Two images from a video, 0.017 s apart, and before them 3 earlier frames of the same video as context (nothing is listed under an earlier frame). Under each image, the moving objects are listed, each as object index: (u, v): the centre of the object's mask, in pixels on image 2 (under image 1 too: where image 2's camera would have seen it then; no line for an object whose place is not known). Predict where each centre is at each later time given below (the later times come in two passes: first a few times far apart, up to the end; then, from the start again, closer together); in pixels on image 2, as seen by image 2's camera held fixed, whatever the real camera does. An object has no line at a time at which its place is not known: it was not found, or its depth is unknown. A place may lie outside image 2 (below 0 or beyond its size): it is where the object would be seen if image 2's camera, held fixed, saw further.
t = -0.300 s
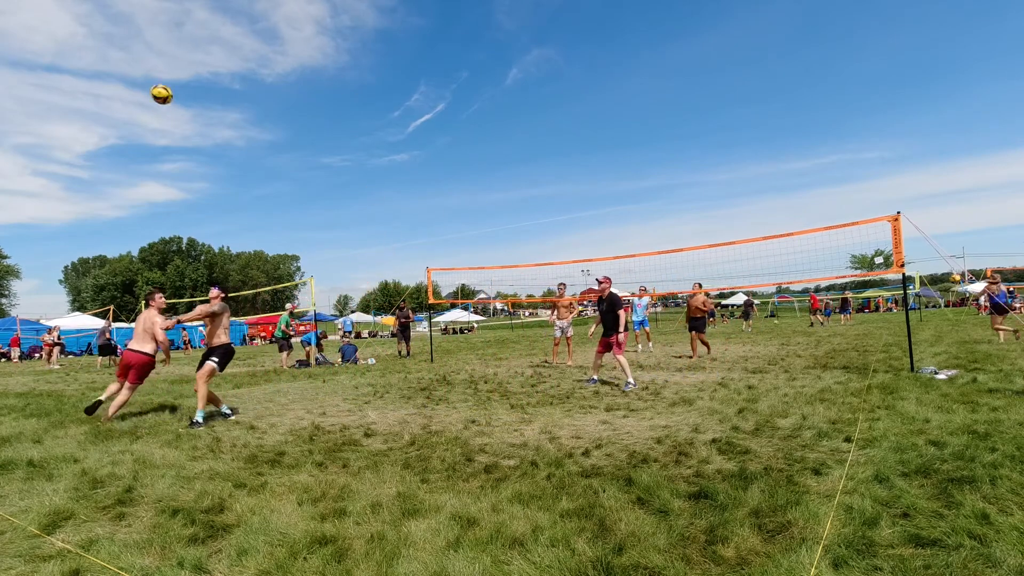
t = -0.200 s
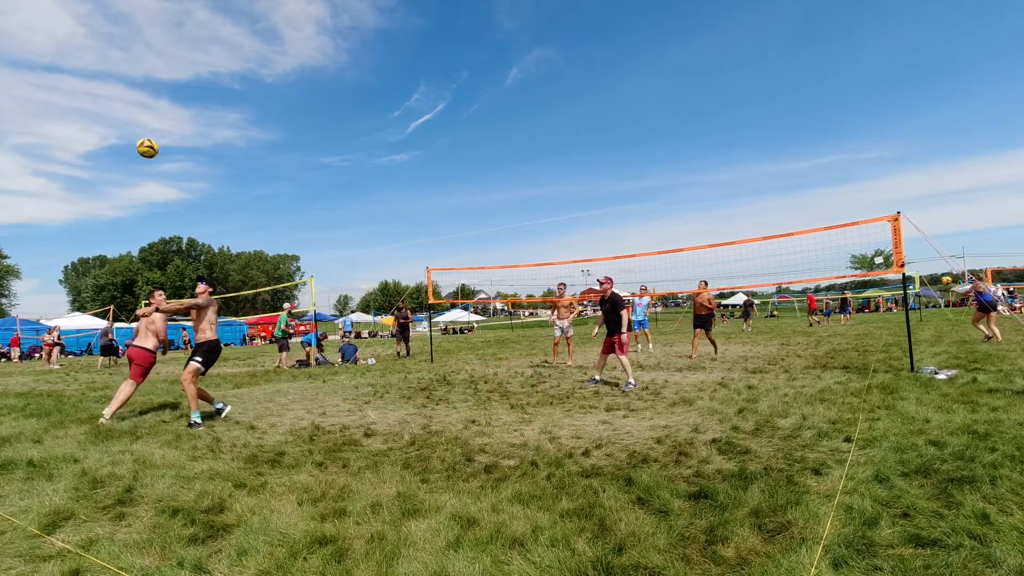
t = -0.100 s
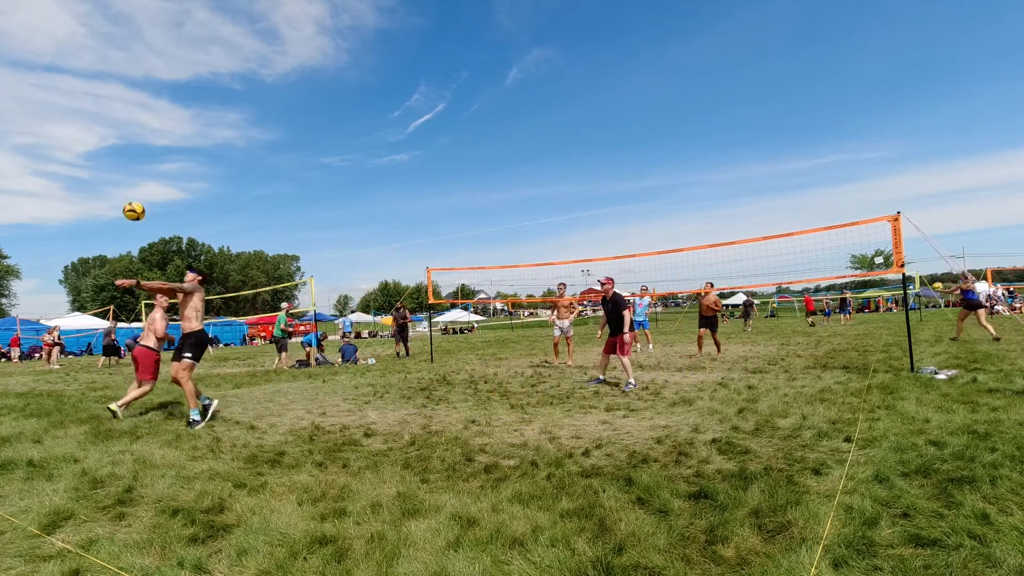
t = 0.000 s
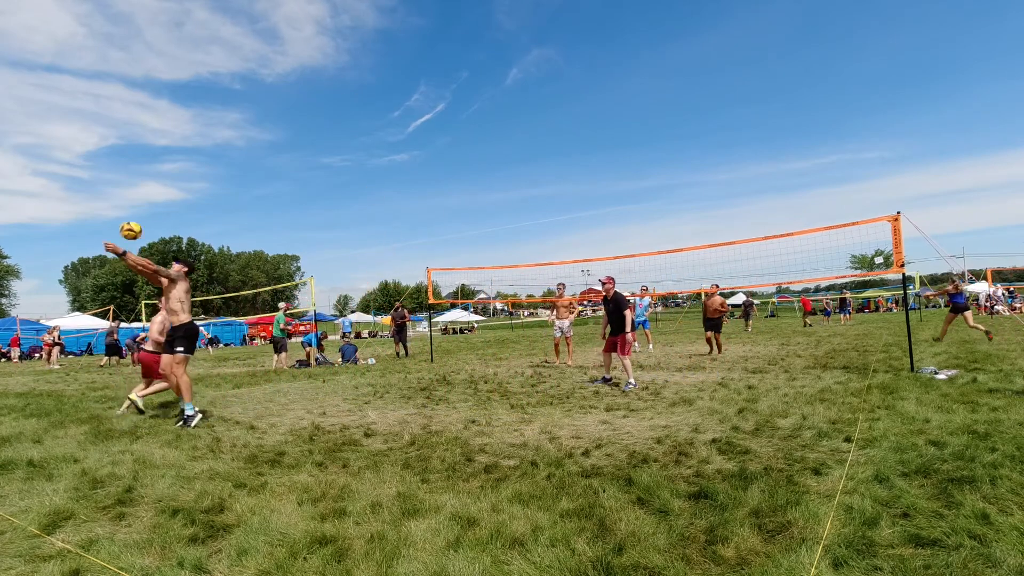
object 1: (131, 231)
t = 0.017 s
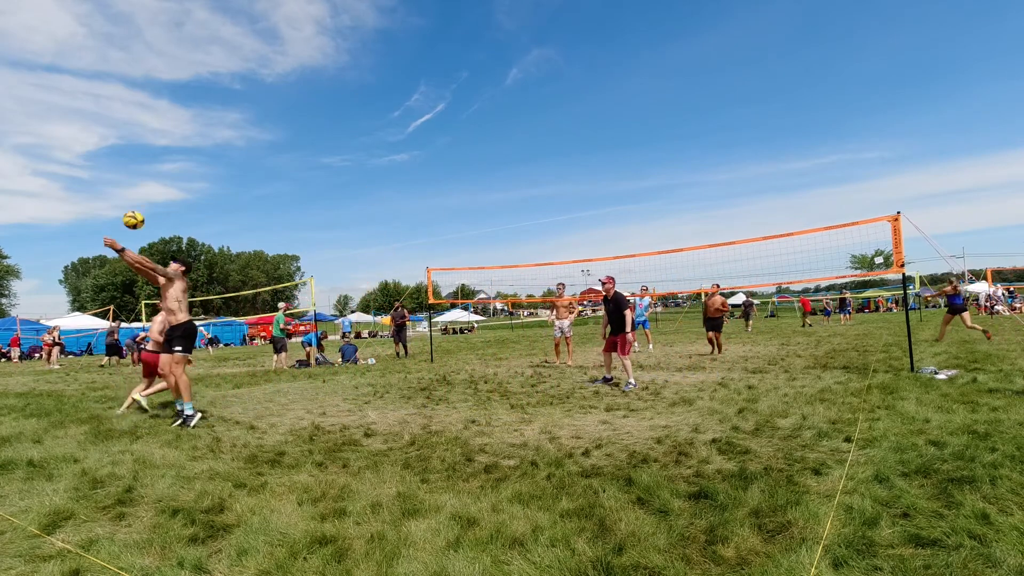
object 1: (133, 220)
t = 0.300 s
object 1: (170, 97)
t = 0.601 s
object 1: (203, 56)
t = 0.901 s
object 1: (231, 78)
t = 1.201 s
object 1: (255, 144)
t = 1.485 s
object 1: (273, 236)
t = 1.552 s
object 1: (276, 261)
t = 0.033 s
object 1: (136, 210)
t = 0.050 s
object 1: (138, 200)
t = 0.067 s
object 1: (140, 191)
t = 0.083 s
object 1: (143, 182)
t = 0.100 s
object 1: (145, 173)
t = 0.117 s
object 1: (147, 165)
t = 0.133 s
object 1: (149, 157)
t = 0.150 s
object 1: (151, 150)
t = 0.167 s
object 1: (154, 142)
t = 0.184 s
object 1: (155, 135)
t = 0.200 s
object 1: (157, 129)
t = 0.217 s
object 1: (160, 123)
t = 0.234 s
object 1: (162, 117)
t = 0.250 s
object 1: (164, 111)
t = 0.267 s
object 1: (166, 106)
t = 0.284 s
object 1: (168, 101)
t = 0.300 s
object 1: (170, 97)
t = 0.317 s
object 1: (172, 93)
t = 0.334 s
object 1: (174, 89)
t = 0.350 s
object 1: (176, 85)
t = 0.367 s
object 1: (178, 81)
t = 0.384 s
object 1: (180, 78)
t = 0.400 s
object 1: (182, 75)
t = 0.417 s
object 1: (184, 72)
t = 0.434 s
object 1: (185, 69)
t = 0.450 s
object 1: (187, 67)
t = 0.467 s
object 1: (189, 65)
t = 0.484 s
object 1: (191, 63)
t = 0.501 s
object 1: (192, 61)
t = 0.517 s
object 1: (194, 60)
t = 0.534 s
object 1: (196, 59)
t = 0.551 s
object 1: (198, 58)
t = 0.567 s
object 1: (200, 57)
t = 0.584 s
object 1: (201, 56)
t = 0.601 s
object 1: (203, 56)
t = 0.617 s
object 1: (205, 56)
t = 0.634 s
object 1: (206, 56)
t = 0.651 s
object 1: (208, 56)
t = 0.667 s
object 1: (210, 56)
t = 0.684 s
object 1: (211, 57)
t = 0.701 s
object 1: (213, 58)
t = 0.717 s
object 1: (215, 58)
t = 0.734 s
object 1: (216, 59)
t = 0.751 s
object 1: (218, 61)
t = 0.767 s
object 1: (219, 62)
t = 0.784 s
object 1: (221, 64)
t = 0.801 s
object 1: (222, 65)
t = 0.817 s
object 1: (224, 67)
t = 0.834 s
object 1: (225, 69)
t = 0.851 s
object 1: (227, 71)
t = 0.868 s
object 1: (229, 73)
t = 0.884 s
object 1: (230, 76)
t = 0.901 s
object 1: (231, 78)
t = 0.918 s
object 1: (233, 81)
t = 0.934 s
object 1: (234, 84)
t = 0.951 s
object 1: (236, 86)
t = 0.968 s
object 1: (237, 89)
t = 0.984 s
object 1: (238, 93)
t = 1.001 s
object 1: (240, 96)
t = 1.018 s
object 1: (241, 99)
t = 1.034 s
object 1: (242, 103)
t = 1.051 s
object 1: (244, 106)
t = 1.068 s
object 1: (245, 110)
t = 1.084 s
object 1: (246, 114)
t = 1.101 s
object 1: (248, 118)
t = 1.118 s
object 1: (249, 122)
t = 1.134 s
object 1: (250, 126)
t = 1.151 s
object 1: (252, 130)
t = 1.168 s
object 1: (253, 135)
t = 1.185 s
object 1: (254, 140)
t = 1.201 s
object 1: (255, 144)
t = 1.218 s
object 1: (257, 149)
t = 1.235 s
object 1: (258, 154)
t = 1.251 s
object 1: (259, 158)
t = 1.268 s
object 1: (260, 164)
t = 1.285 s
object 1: (261, 168)
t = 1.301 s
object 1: (262, 174)
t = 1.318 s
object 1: (263, 179)
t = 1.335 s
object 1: (264, 184)
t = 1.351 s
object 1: (265, 190)
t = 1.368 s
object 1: (266, 195)
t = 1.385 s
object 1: (267, 201)
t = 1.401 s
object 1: (268, 206)
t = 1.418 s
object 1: (269, 212)
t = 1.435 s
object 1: (270, 218)
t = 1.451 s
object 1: (271, 224)
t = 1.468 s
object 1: (272, 230)
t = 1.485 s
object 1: (273, 236)
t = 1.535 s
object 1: (276, 254)
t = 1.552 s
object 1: (276, 261)
